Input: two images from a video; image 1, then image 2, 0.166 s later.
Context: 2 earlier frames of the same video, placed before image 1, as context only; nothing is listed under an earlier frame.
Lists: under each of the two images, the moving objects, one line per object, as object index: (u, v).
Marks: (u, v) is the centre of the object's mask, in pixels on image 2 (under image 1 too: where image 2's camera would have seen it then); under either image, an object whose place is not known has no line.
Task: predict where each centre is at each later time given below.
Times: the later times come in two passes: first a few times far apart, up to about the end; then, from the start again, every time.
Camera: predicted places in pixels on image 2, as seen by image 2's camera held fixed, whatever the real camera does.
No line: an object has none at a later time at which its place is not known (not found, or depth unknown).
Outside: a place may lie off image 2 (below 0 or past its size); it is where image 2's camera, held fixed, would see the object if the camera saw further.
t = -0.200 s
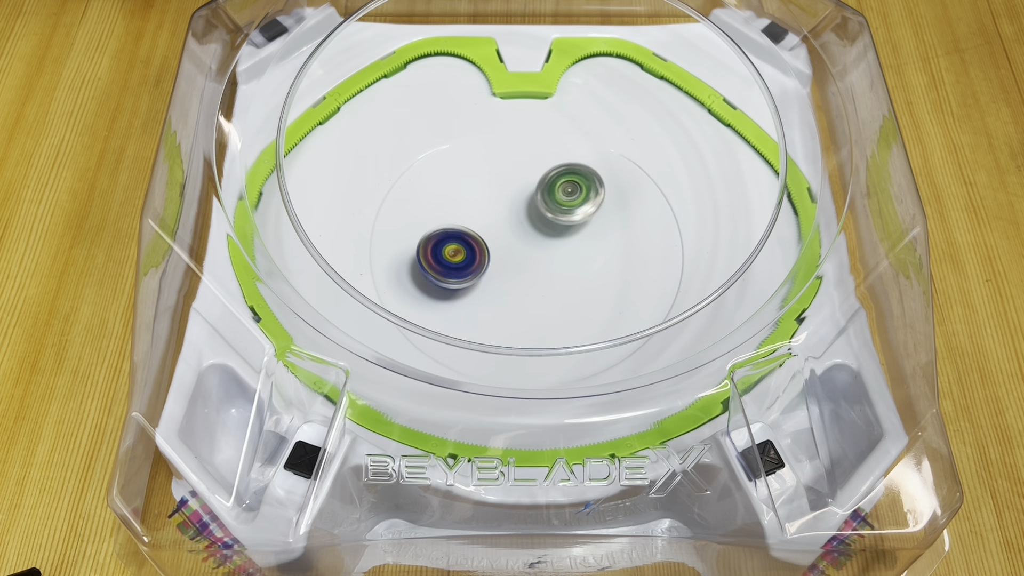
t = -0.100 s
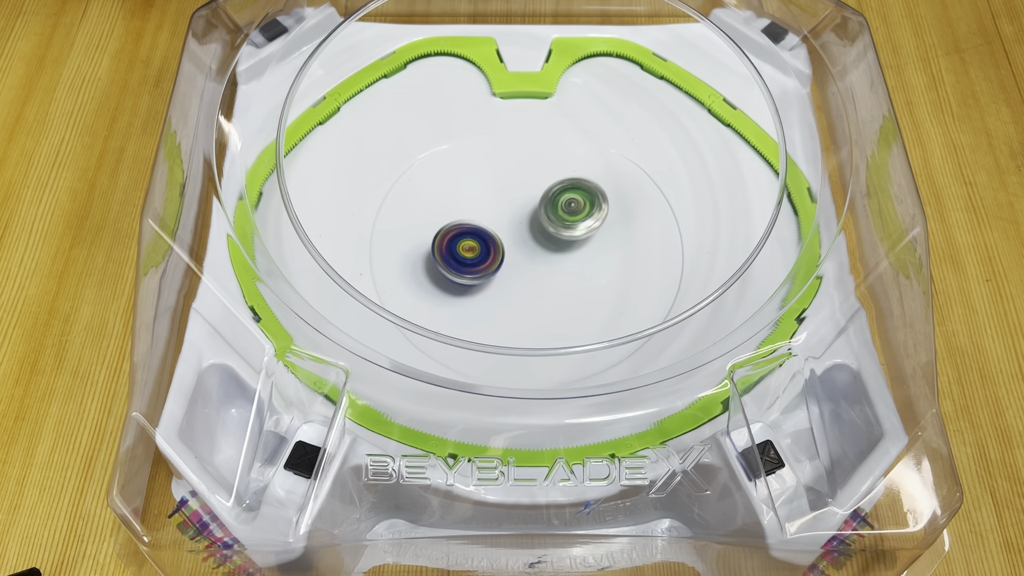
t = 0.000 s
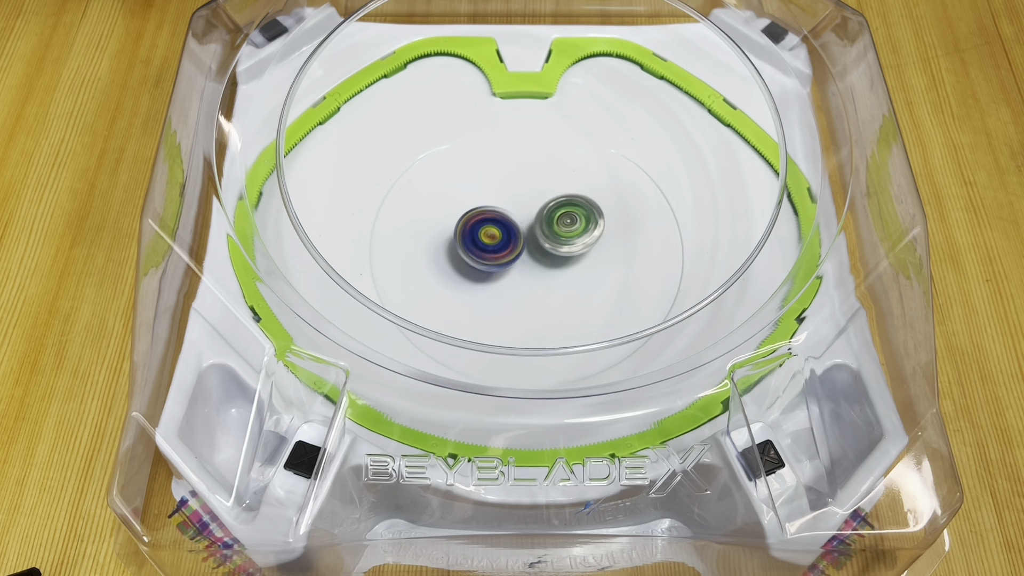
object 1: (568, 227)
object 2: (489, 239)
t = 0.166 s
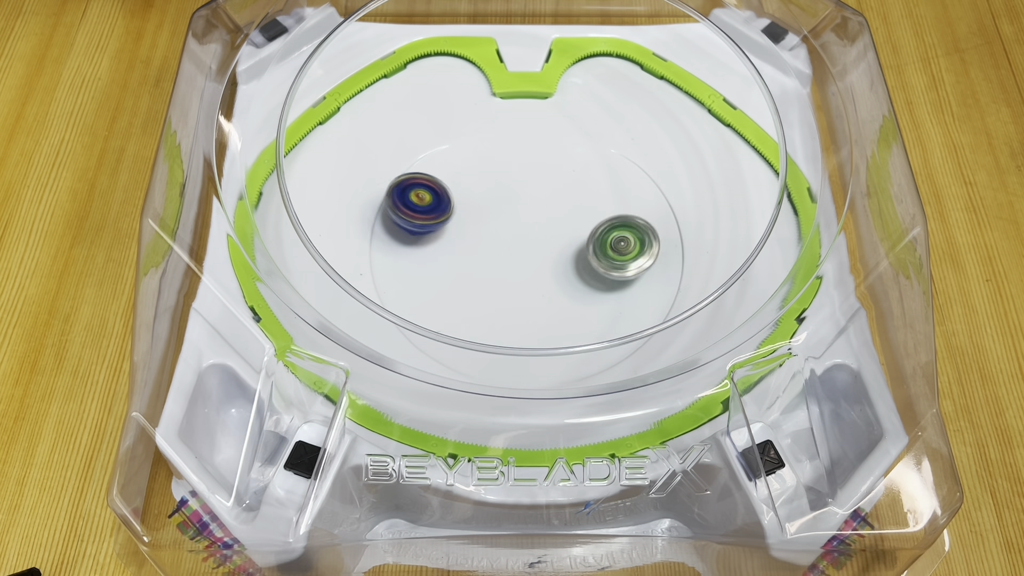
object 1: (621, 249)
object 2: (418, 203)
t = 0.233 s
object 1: (616, 249)
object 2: (407, 202)
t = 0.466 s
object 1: (598, 233)
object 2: (403, 196)
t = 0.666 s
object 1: (563, 259)
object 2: (464, 201)
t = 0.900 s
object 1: (533, 285)
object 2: (530, 201)
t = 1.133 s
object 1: (509, 278)
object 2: (572, 214)
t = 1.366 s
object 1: (489, 266)
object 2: (585, 251)
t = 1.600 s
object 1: (479, 235)
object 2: (559, 287)
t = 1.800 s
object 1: (475, 224)
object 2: (513, 295)
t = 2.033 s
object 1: (503, 201)
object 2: (470, 274)
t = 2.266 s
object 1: (517, 197)
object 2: (456, 231)
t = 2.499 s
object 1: (541, 197)
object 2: (470, 201)
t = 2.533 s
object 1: (545, 199)
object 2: (470, 197)
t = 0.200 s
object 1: (620, 251)
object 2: (412, 202)
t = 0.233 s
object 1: (616, 249)
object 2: (407, 202)
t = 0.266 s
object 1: (610, 249)
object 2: (402, 203)
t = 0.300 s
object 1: (606, 244)
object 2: (397, 201)
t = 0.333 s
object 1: (605, 242)
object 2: (395, 199)
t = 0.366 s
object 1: (602, 236)
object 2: (395, 197)
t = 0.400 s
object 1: (600, 235)
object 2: (396, 196)
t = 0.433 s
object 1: (599, 233)
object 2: (398, 196)
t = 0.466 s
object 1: (598, 233)
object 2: (403, 196)
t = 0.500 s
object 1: (595, 237)
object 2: (410, 196)
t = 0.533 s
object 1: (591, 242)
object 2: (418, 198)
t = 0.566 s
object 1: (585, 247)
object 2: (428, 199)
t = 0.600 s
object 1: (576, 252)
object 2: (439, 200)
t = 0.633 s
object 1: (569, 255)
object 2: (451, 200)
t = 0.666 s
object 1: (563, 259)
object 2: (464, 201)
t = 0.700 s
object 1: (559, 261)
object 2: (477, 201)
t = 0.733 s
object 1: (556, 265)
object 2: (488, 201)
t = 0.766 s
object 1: (555, 270)
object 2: (497, 201)
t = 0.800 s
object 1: (551, 274)
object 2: (504, 201)
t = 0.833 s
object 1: (545, 279)
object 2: (512, 201)
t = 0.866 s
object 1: (539, 284)
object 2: (521, 200)
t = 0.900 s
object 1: (533, 285)
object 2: (530, 201)
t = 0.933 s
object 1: (526, 286)
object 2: (538, 202)
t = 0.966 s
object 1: (520, 287)
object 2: (545, 203)
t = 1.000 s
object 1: (515, 285)
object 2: (551, 204)
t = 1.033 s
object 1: (512, 283)
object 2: (556, 206)
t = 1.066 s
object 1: (511, 281)
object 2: (562, 208)
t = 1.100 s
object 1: (510, 279)
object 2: (567, 210)
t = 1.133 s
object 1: (509, 278)
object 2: (572, 214)
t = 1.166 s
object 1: (509, 277)
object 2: (575, 218)
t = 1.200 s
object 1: (508, 277)
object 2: (579, 223)
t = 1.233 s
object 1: (505, 276)
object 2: (582, 228)
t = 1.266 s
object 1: (503, 276)
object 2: (584, 233)
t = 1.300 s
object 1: (499, 273)
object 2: (586, 239)
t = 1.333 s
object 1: (494, 271)
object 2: (586, 245)
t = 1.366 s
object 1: (489, 266)
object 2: (585, 251)
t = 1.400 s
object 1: (484, 260)
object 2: (583, 257)
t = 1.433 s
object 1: (481, 254)
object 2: (581, 263)
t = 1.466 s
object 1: (480, 248)
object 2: (579, 268)
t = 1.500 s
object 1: (479, 243)
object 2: (575, 273)
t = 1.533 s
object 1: (478, 241)
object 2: (571, 278)
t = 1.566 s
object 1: (480, 237)
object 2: (566, 283)
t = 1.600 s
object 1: (479, 235)
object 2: (559, 287)
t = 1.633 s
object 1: (479, 235)
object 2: (551, 290)
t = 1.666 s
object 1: (479, 233)
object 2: (544, 292)
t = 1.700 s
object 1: (478, 232)
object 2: (536, 294)
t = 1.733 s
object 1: (477, 230)
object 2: (529, 295)
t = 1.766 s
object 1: (476, 227)
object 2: (521, 295)
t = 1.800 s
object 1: (475, 224)
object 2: (513, 295)
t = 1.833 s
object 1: (477, 218)
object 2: (505, 294)
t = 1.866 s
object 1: (480, 213)
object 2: (497, 292)
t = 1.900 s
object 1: (486, 208)
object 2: (490, 290)
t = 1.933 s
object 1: (490, 205)
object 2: (483, 287)
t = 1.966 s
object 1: (495, 204)
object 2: (478, 284)
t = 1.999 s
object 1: (500, 202)
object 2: (474, 279)
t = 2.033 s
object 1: (503, 201)
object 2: (470, 274)
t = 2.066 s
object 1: (506, 202)
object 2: (466, 268)
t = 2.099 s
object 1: (508, 201)
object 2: (463, 262)
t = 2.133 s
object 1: (509, 202)
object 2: (461, 256)
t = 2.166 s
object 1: (511, 202)
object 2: (460, 249)
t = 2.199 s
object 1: (510, 201)
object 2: (458, 242)
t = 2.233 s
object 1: (512, 200)
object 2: (456, 236)
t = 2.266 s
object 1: (517, 197)
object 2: (456, 231)
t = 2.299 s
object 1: (521, 196)
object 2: (454, 226)
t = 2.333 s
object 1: (527, 194)
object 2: (454, 221)
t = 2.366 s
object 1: (530, 194)
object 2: (456, 217)
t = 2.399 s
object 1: (535, 194)
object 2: (458, 213)
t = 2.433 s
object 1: (537, 195)
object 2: (460, 209)
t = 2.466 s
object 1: (539, 196)
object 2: (464, 205)
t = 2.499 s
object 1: (541, 197)
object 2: (470, 201)
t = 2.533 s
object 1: (545, 199)
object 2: (470, 197)
